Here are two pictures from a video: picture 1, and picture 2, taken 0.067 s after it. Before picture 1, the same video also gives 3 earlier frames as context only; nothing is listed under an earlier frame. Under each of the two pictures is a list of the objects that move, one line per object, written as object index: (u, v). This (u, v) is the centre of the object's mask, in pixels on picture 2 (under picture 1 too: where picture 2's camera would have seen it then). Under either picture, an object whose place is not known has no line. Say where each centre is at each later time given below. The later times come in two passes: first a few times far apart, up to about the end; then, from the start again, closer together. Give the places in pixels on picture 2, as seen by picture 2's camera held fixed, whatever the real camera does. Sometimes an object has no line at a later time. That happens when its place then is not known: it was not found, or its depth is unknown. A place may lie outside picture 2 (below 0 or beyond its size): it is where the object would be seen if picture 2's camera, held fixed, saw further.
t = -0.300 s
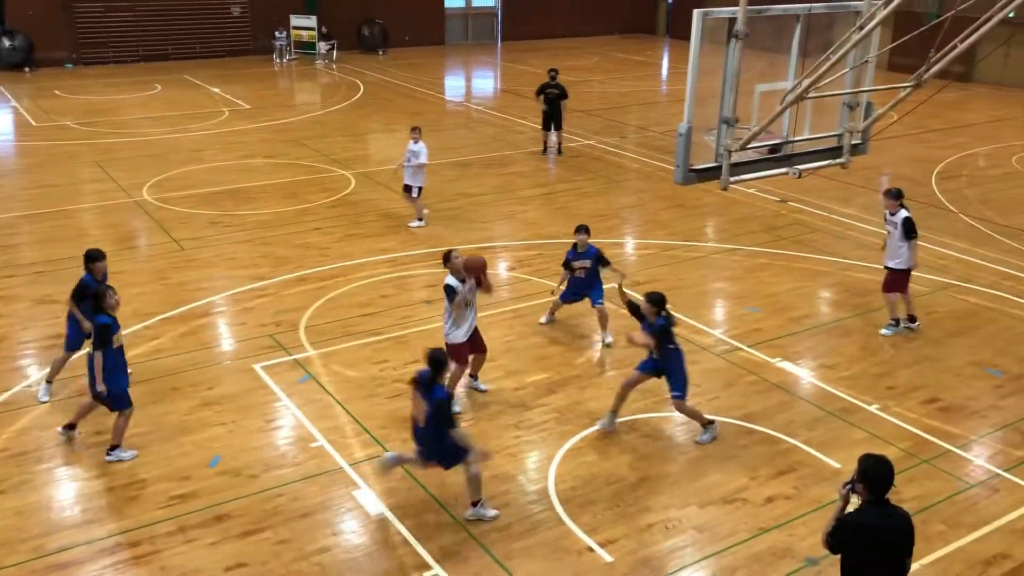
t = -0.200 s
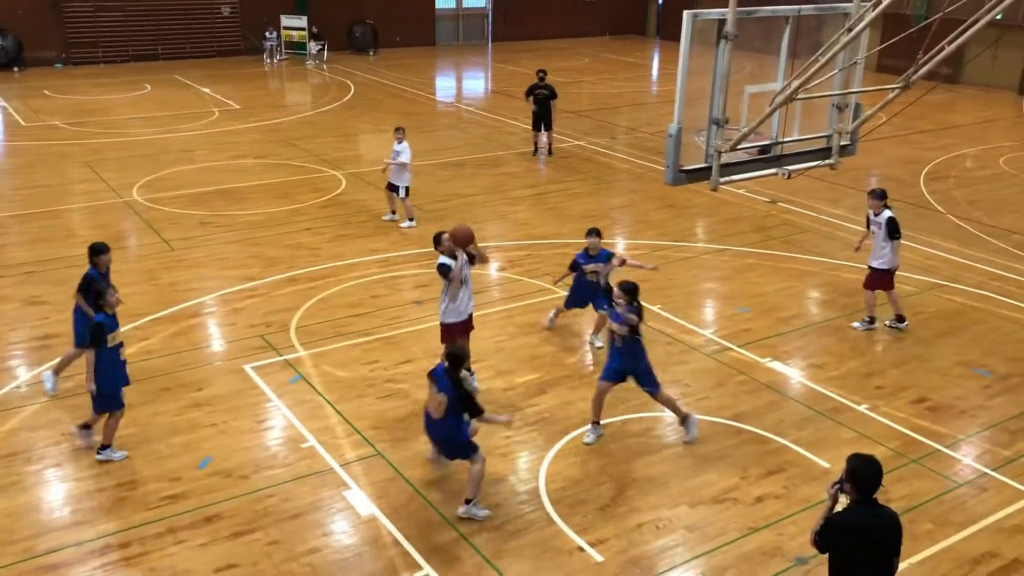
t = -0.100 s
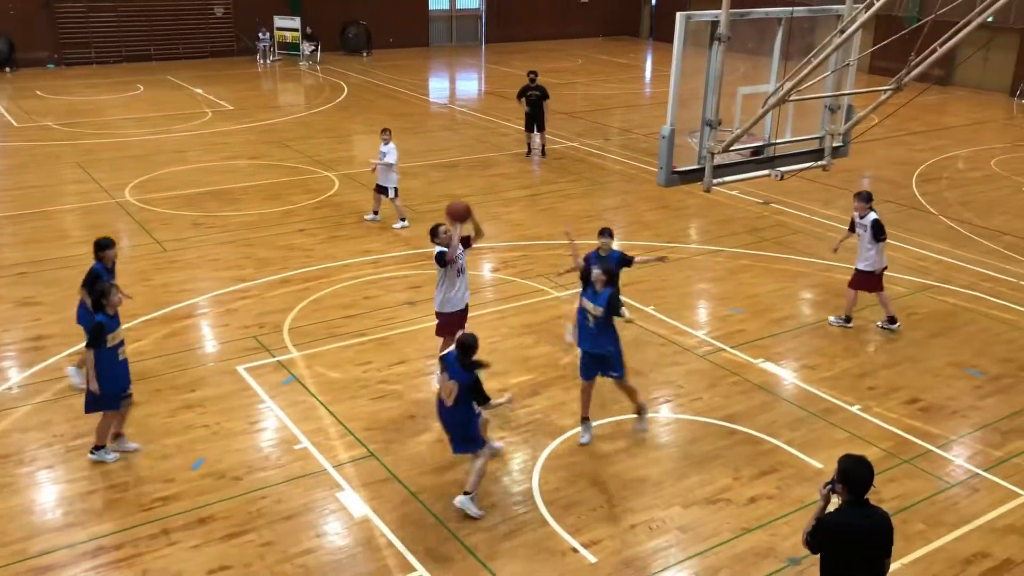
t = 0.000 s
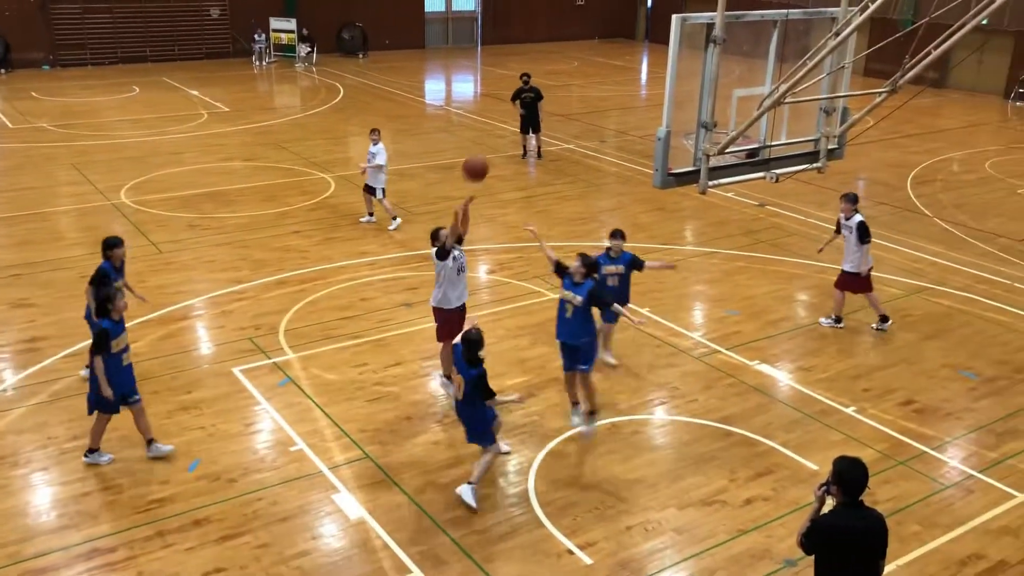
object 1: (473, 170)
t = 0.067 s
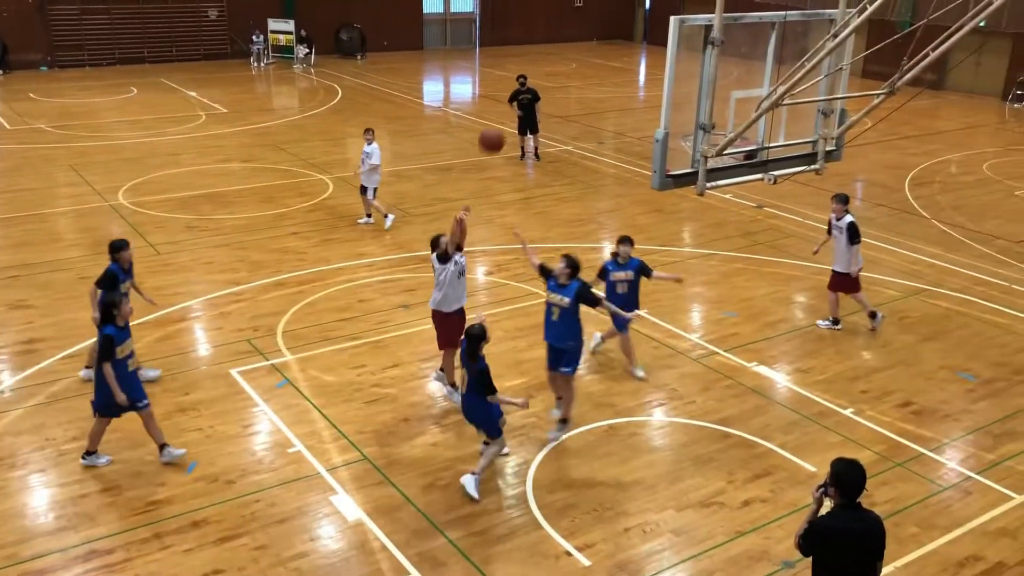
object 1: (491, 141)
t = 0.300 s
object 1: (560, 67)
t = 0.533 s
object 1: (632, 53)
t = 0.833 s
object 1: (717, 129)
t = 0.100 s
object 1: (501, 128)
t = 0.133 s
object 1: (510, 113)
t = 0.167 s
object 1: (518, 103)
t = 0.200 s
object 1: (531, 93)
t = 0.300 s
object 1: (560, 67)
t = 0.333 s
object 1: (570, 61)
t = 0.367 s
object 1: (580, 56)
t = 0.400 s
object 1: (590, 53)
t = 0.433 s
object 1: (600, 51)
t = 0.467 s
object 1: (611, 51)
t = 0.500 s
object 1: (621, 52)
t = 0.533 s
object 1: (632, 53)
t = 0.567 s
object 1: (642, 58)
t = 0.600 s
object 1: (651, 62)
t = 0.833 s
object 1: (717, 129)
